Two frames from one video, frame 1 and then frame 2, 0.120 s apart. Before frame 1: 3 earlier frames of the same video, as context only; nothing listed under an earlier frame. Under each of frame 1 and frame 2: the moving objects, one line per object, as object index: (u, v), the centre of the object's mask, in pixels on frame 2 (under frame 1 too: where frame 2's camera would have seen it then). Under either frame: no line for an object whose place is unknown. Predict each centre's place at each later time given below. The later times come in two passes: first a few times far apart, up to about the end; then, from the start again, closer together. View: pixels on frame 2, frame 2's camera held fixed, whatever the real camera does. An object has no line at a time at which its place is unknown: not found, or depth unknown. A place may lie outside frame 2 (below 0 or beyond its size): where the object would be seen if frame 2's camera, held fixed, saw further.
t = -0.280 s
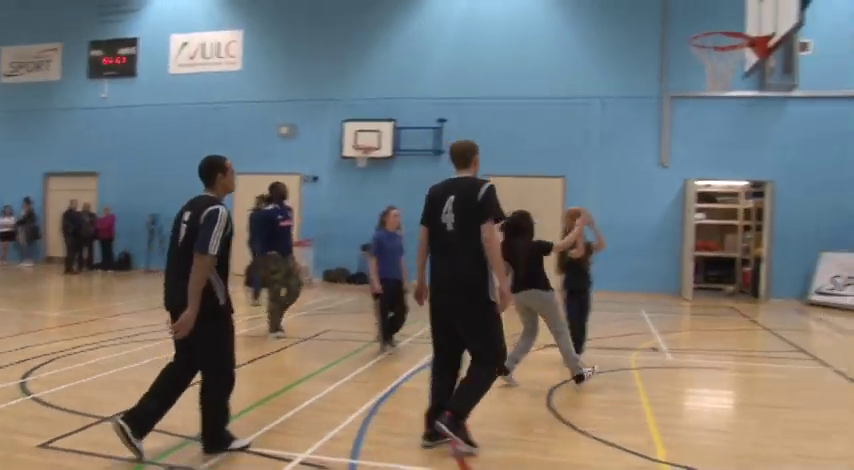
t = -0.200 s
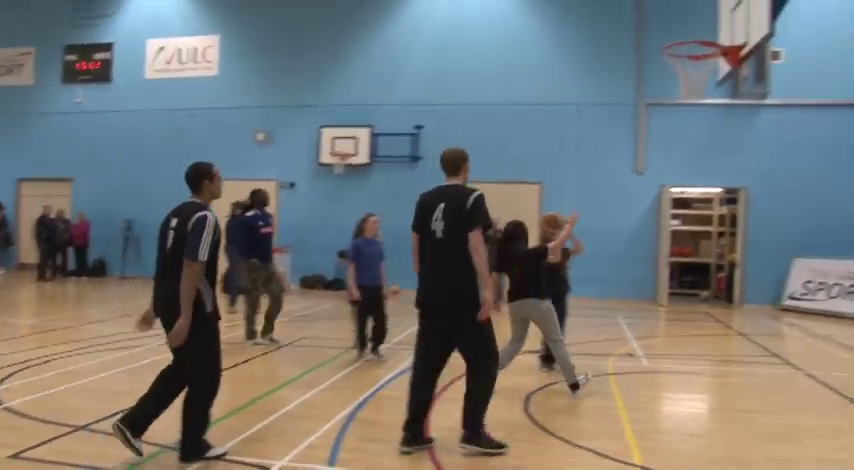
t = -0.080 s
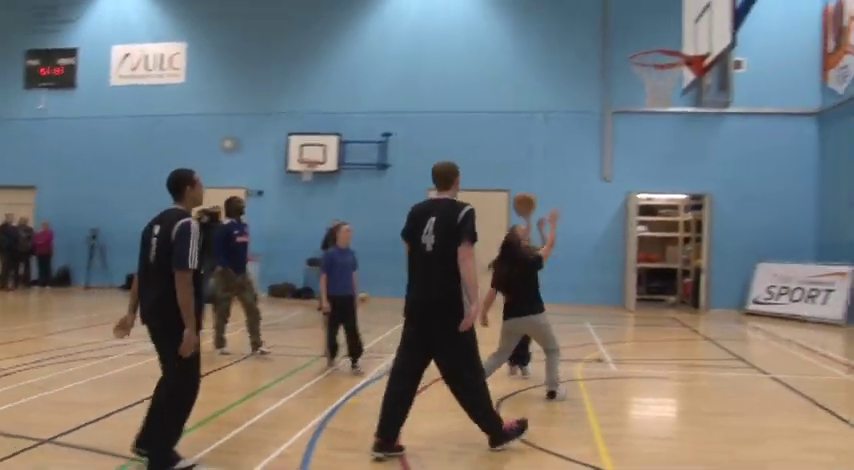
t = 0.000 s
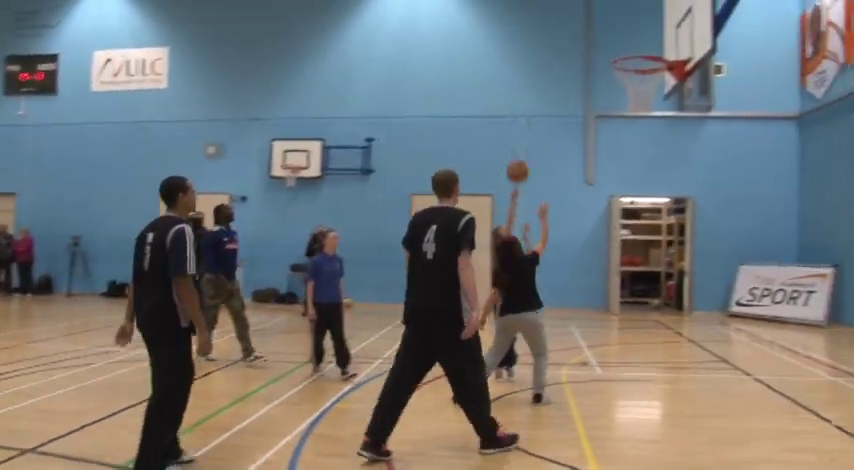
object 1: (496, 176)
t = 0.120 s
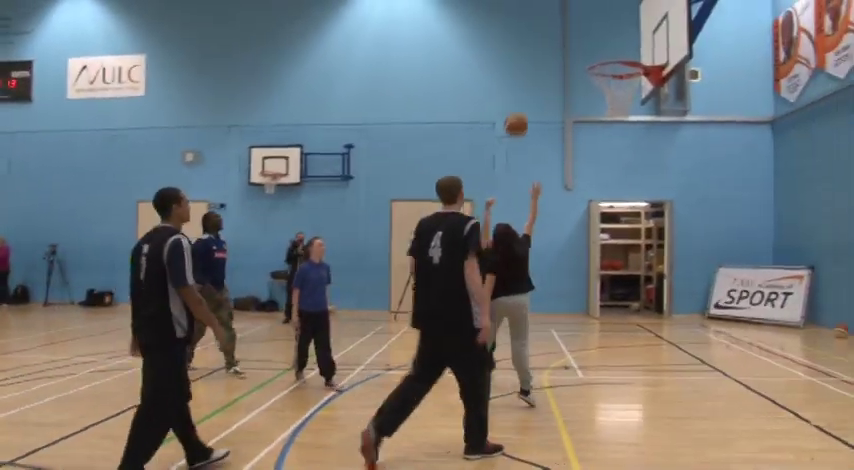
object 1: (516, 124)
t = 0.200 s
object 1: (529, 96)
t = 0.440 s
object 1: (568, 47)
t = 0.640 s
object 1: (605, 47)
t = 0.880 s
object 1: (626, 59)
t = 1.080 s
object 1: (600, 58)
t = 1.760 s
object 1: (630, 82)
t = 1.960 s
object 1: (615, 92)
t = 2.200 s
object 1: (615, 104)
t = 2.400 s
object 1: (626, 128)
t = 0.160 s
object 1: (522, 110)
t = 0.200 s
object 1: (529, 96)
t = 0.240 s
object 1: (535, 84)
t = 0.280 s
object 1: (541, 74)
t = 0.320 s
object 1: (548, 65)
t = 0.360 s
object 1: (555, 57)
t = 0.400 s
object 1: (561, 51)
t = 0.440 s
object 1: (568, 47)
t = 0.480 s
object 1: (576, 44)
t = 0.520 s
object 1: (582, 43)
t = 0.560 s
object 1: (590, 43)
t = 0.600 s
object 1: (597, 44)
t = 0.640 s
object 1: (605, 47)
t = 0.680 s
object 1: (613, 53)
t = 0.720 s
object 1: (621, 60)
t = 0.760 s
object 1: (624, 62)
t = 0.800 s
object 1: (627, 60)
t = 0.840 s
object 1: (630, 62)
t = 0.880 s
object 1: (626, 59)
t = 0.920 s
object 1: (618, 57)
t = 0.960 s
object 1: (611, 58)
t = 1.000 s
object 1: (607, 57)
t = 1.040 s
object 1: (604, 56)
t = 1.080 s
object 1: (600, 58)
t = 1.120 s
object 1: (598, 58)
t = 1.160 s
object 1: (598, 59)
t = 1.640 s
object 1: (626, 74)
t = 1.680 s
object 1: (629, 77)
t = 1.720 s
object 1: (631, 80)
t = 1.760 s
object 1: (630, 82)
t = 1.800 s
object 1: (627, 84)
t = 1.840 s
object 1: (625, 85)
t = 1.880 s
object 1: (621, 85)
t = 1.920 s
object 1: (617, 91)
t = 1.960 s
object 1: (615, 92)
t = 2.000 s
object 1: (612, 95)
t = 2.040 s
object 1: (611, 97)
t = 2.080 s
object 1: (610, 99)
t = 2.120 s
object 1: (611, 101)
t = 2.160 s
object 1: (612, 102)
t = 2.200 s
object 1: (615, 104)
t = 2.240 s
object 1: (617, 106)
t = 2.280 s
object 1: (620, 109)
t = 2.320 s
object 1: (622, 113)
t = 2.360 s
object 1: (624, 120)
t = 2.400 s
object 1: (626, 128)
